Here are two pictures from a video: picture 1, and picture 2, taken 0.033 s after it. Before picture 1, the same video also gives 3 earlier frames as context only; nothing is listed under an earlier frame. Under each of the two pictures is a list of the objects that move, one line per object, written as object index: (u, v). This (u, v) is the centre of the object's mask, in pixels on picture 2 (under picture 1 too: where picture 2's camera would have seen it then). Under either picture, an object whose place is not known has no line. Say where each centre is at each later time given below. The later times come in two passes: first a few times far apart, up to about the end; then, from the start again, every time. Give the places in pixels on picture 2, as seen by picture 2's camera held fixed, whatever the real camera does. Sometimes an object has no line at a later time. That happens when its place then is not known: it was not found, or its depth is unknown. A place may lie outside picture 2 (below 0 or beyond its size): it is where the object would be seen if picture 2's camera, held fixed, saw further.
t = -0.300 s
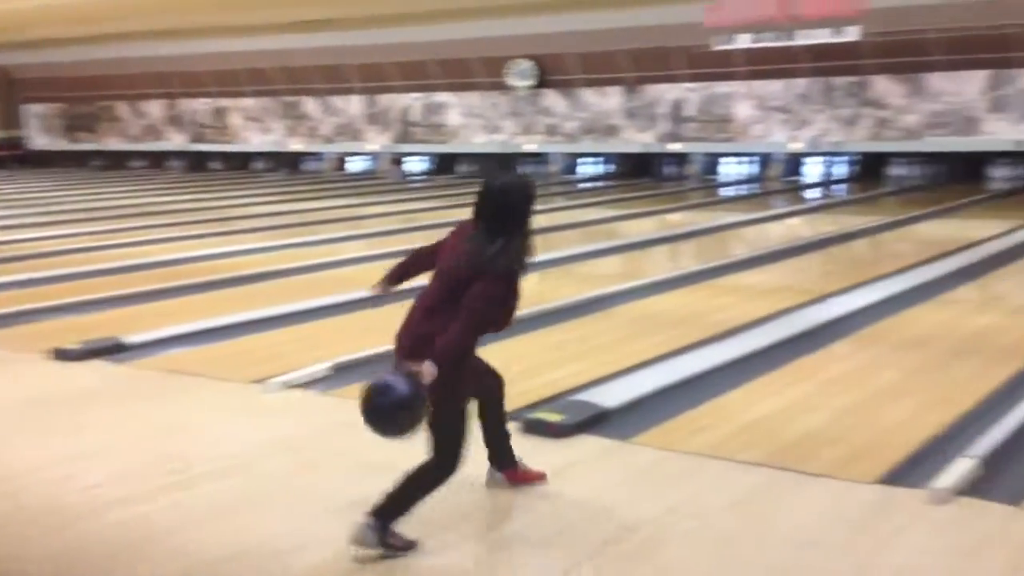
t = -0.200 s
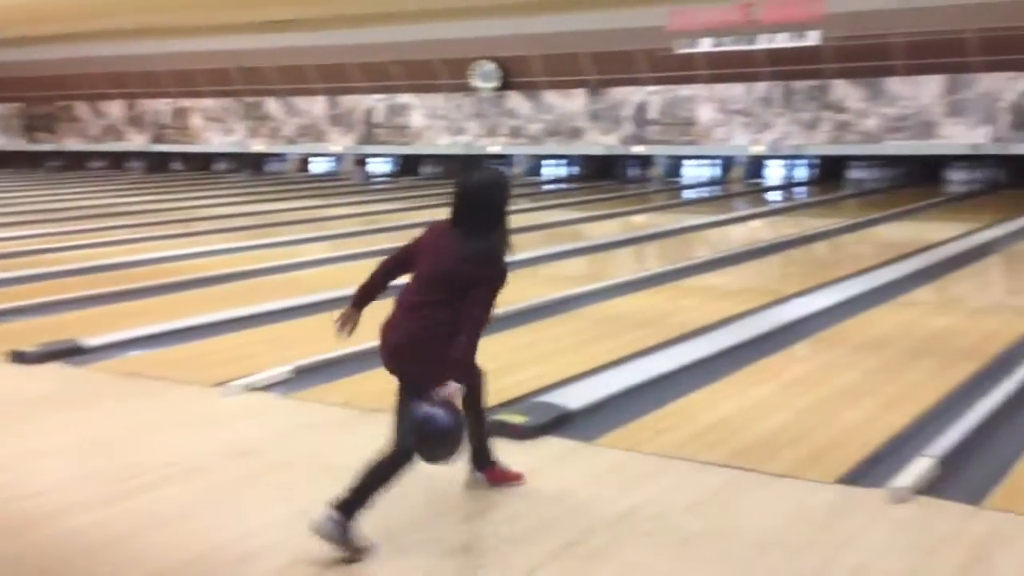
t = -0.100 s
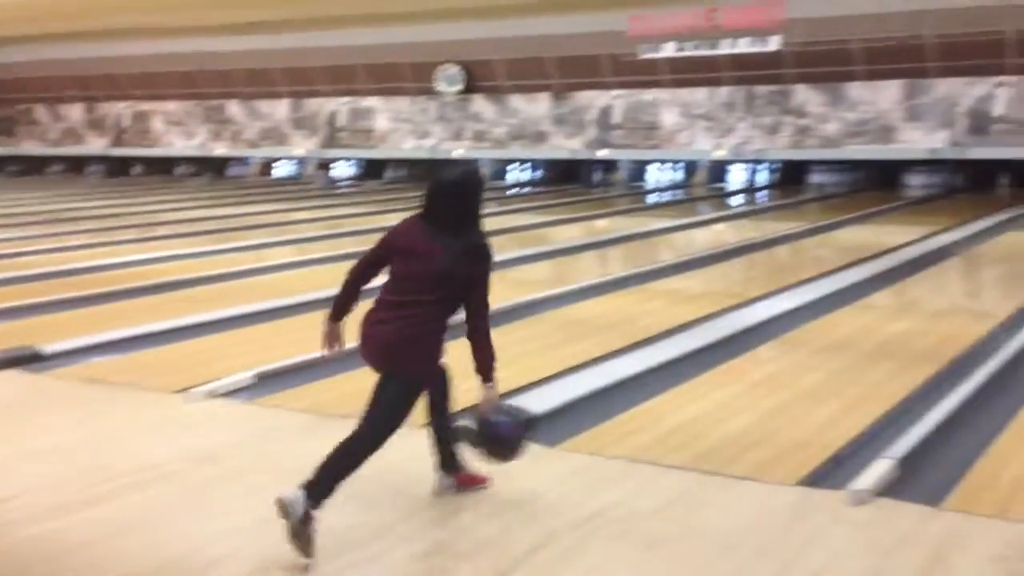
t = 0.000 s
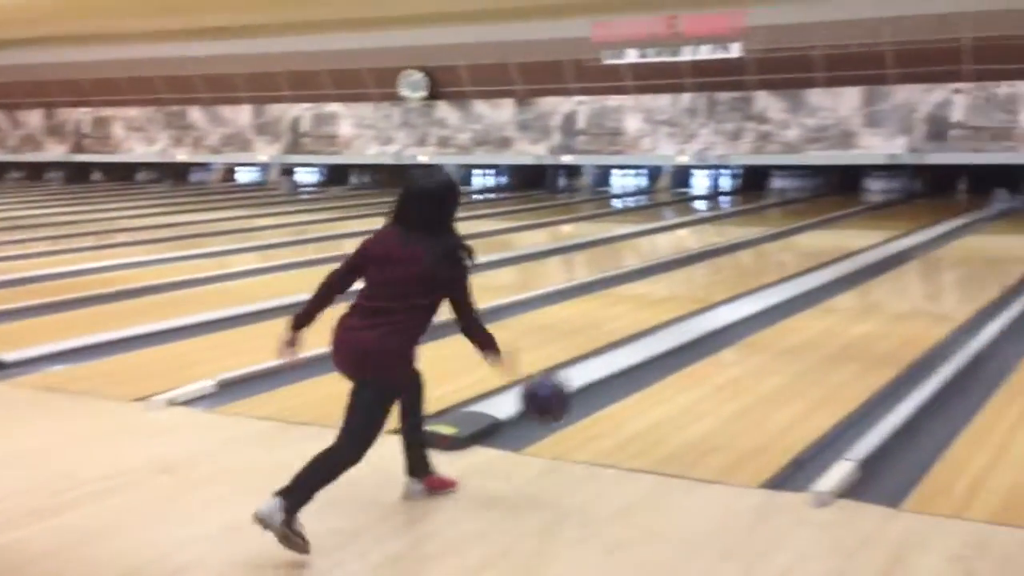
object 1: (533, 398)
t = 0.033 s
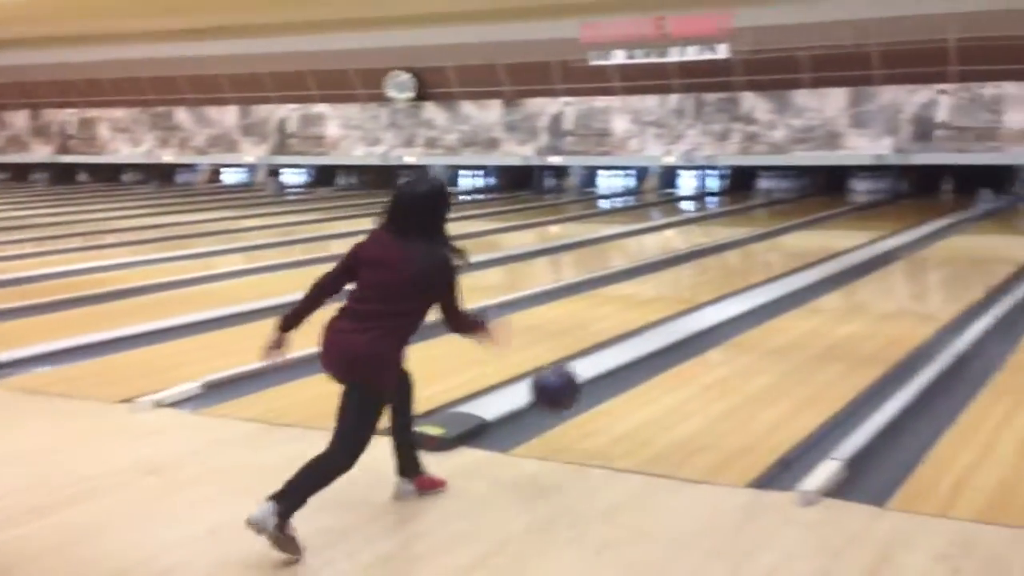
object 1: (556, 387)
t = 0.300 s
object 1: (693, 367)
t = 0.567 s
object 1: (780, 320)
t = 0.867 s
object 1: (846, 288)
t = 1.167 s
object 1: (892, 262)
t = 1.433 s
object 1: (925, 246)
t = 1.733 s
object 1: (953, 232)
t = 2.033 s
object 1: (974, 220)
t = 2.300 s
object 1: (990, 213)
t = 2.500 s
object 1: (1000, 207)
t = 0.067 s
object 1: (576, 379)
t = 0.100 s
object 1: (596, 375)
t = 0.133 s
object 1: (614, 374)
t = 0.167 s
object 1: (632, 375)
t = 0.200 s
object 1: (649, 380)
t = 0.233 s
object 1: (664, 383)
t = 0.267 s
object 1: (679, 375)
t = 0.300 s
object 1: (693, 367)
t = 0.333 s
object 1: (706, 360)
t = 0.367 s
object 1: (718, 354)
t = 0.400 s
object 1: (730, 348)
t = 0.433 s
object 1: (740, 342)
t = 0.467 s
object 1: (751, 337)
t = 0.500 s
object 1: (761, 331)
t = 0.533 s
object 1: (770, 326)
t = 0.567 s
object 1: (780, 320)
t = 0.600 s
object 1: (789, 316)
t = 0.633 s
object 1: (797, 311)
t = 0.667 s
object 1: (806, 307)
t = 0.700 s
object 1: (813, 303)
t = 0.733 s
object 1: (820, 300)
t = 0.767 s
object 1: (828, 297)
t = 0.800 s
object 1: (834, 294)
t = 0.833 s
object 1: (841, 290)
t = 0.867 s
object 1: (846, 288)
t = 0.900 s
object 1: (851, 284)
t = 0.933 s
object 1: (856, 279)
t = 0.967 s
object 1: (861, 278)
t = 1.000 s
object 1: (868, 275)
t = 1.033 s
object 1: (871, 272)
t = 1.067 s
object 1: (877, 270)
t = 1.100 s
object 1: (882, 267)
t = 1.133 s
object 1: (886, 264)
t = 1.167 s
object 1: (892, 262)
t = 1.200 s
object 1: (897, 260)
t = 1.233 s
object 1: (901, 258)
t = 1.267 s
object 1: (906, 255)
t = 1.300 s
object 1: (910, 253)
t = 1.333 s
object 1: (914, 251)
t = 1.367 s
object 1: (918, 250)
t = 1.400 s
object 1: (922, 247)
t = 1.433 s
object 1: (925, 246)
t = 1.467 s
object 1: (929, 243)
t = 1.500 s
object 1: (931, 242)
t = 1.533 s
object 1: (935, 241)
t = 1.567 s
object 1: (938, 239)
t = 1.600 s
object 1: (941, 237)
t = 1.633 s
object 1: (944, 235)
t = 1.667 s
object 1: (947, 234)
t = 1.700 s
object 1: (950, 233)
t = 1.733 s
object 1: (953, 232)
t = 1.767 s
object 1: (956, 230)
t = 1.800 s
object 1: (959, 228)
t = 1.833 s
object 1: (961, 227)
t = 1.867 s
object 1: (963, 226)
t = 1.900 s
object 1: (965, 225)
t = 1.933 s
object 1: (967, 224)
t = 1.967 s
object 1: (970, 223)
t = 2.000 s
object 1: (972, 222)
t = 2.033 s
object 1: (974, 220)
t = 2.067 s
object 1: (976, 220)
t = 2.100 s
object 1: (978, 219)
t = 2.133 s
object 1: (980, 217)
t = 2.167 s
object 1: (982, 217)
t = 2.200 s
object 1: (984, 216)
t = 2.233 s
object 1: (985, 215)
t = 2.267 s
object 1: (988, 214)
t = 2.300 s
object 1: (990, 213)
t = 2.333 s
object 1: (992, 212)
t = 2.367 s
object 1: (993, 211)
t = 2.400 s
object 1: (996, 209)
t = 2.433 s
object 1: (996, 209)
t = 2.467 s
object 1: (999, 208)
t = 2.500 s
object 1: (1000, 207)
